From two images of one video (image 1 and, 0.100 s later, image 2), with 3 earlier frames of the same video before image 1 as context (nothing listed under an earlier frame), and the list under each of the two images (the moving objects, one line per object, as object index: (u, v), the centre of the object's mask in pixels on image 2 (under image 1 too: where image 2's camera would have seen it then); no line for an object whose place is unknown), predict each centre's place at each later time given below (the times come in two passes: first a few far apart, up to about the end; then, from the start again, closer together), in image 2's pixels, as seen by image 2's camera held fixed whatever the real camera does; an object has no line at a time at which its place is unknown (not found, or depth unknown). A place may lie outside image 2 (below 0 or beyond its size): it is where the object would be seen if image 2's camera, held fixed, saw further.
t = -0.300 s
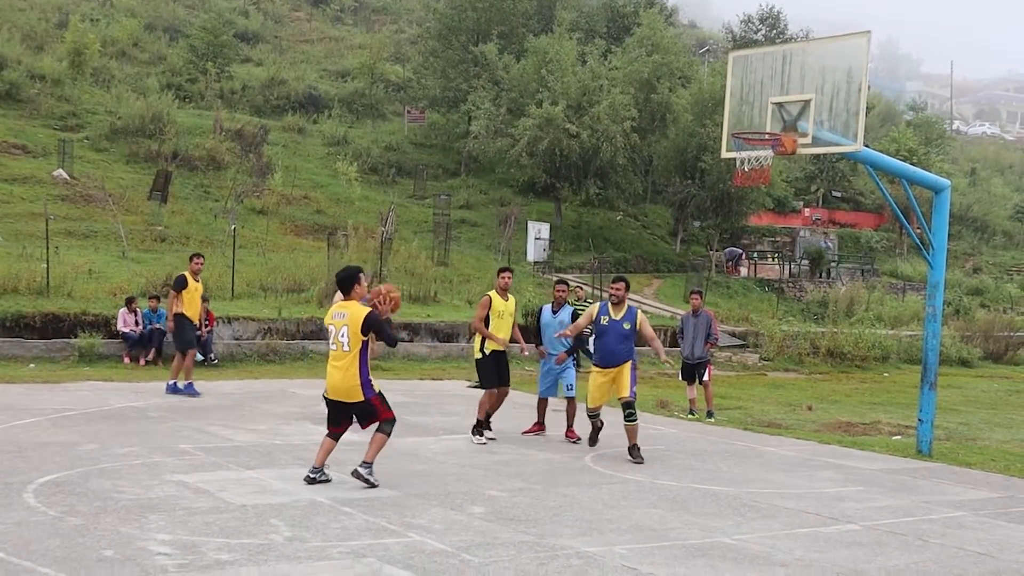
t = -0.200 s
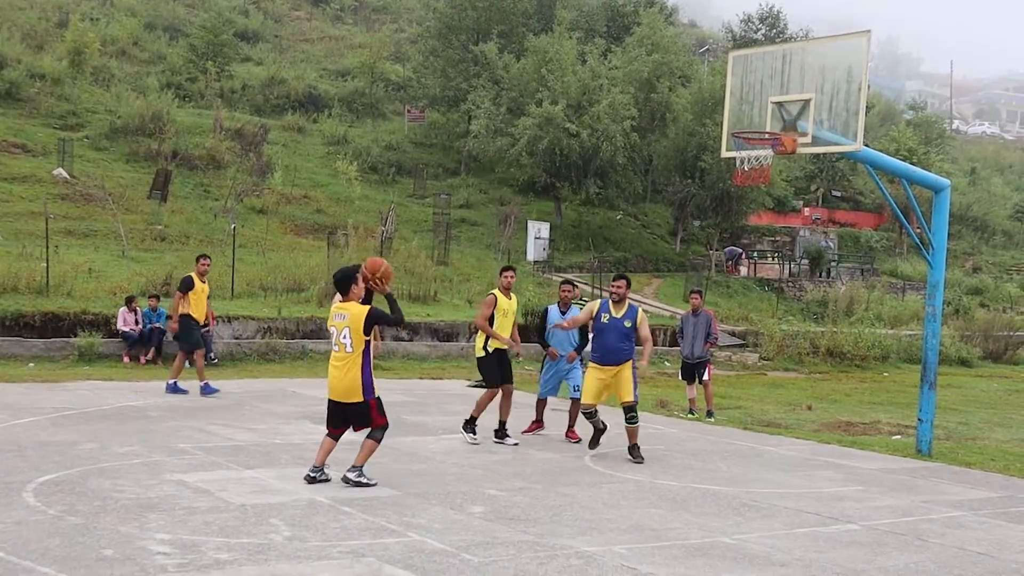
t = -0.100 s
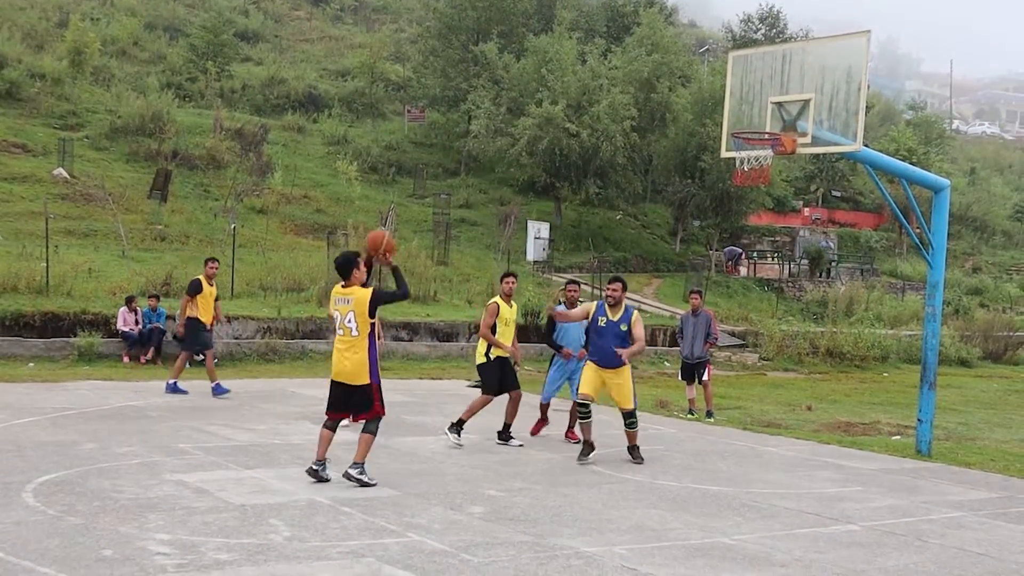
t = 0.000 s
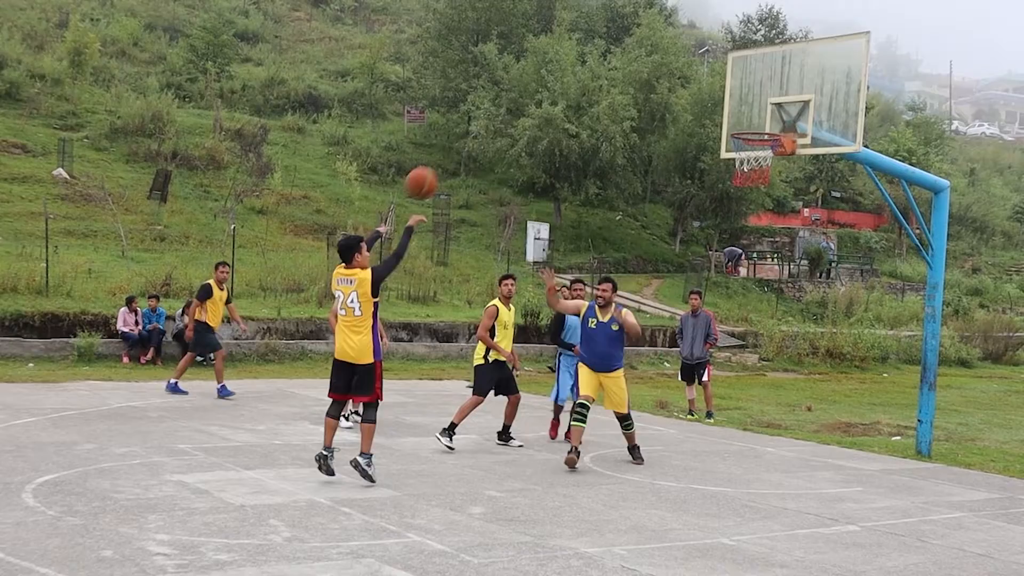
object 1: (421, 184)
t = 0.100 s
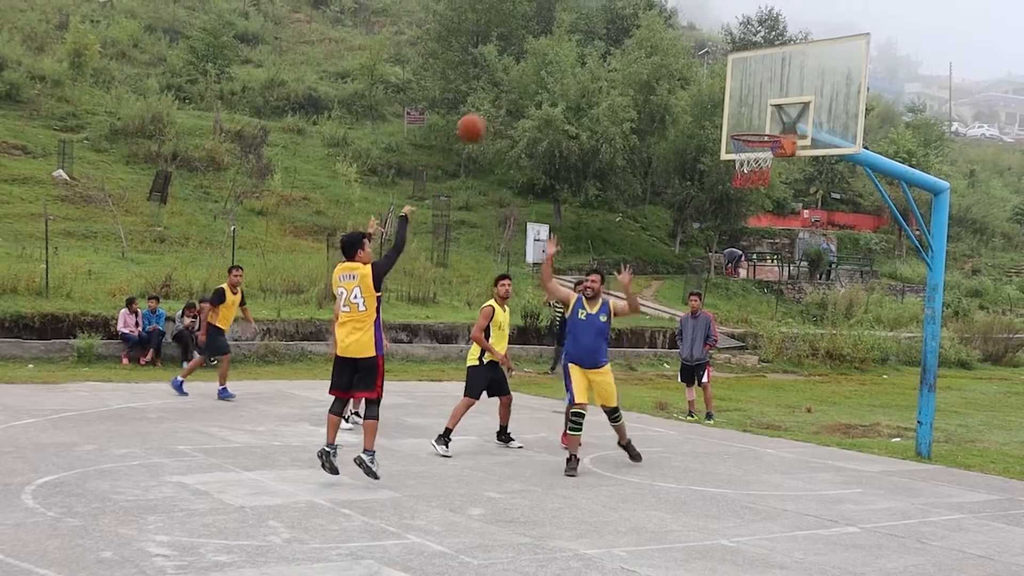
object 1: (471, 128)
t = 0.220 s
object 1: (529, 82)
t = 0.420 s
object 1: (614, 46)
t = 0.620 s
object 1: (689, 58)
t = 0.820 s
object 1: (755, 111)
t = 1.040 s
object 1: (707, 119)
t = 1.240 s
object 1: (621, 142)
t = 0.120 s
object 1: (482, 119)
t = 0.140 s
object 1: (491, 111)
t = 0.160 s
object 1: (501, 103)
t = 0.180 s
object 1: (510, 95)
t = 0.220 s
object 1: (529, 82)
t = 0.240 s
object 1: (538, 76)
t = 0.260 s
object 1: (547, 71)
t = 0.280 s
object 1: (555, 66)
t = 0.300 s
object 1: (564, 62)
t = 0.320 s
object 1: (573, 58)
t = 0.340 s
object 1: (581, 54)
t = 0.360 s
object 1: (591, 51)
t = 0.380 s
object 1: (598, 49)
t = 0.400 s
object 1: (606, 47)
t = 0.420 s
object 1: (614, 46)
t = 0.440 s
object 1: (623, 45)
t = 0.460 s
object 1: (629, 45)
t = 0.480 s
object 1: (638, 44)
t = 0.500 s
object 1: (645, 45)
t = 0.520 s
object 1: (652, 46)
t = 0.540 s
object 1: (659, 48)
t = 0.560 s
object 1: (667, 49)
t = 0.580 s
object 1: (675, 52)
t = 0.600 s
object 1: (683, 54)
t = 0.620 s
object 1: (689, 58)
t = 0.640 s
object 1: (695, 62)
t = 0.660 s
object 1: (703, 66)
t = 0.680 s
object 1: (710, 70)
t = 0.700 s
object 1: (717, 75)
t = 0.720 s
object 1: (724, 78)
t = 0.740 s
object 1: (730, 84)
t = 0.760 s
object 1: (737, 91)
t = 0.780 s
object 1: (743, 97)
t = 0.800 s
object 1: (749, 104)
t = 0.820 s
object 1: (755, 111)
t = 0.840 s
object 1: (762, 119)
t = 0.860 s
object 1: (769, 124)
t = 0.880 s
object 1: (773, 127)
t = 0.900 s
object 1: (764, 126)
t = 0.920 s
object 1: (757, 124)
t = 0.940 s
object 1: (749, 123)
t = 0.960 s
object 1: (740, 122)
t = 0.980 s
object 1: (731, 122)
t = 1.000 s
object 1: (723, 121)
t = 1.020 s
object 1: (714, 119)
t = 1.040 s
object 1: (707, 119)
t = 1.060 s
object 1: (699, 120)
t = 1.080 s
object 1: (690, 121)
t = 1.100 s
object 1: (681, 122)
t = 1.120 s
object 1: (673, 124)
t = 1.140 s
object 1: (665, 125)
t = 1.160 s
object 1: (656, 128)
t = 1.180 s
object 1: (647, 130)
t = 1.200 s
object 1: (638, 134)
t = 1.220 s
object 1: (630, 137)
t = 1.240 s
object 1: (621, 142)
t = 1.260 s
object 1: (613, 145)
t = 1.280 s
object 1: (604, 151)
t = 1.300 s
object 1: (596, 157)
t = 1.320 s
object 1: (587, 162)
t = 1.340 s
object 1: (579, 168)
